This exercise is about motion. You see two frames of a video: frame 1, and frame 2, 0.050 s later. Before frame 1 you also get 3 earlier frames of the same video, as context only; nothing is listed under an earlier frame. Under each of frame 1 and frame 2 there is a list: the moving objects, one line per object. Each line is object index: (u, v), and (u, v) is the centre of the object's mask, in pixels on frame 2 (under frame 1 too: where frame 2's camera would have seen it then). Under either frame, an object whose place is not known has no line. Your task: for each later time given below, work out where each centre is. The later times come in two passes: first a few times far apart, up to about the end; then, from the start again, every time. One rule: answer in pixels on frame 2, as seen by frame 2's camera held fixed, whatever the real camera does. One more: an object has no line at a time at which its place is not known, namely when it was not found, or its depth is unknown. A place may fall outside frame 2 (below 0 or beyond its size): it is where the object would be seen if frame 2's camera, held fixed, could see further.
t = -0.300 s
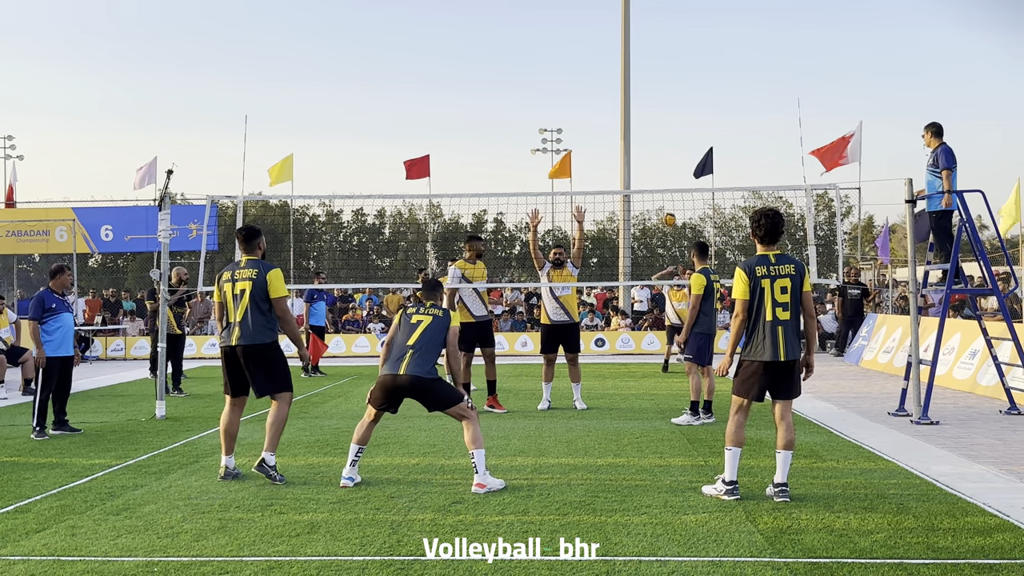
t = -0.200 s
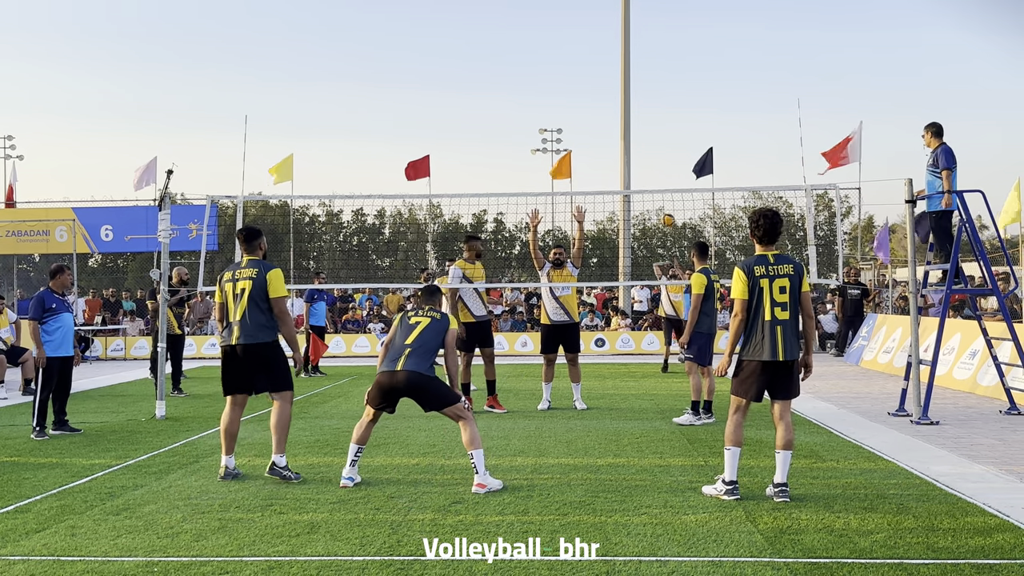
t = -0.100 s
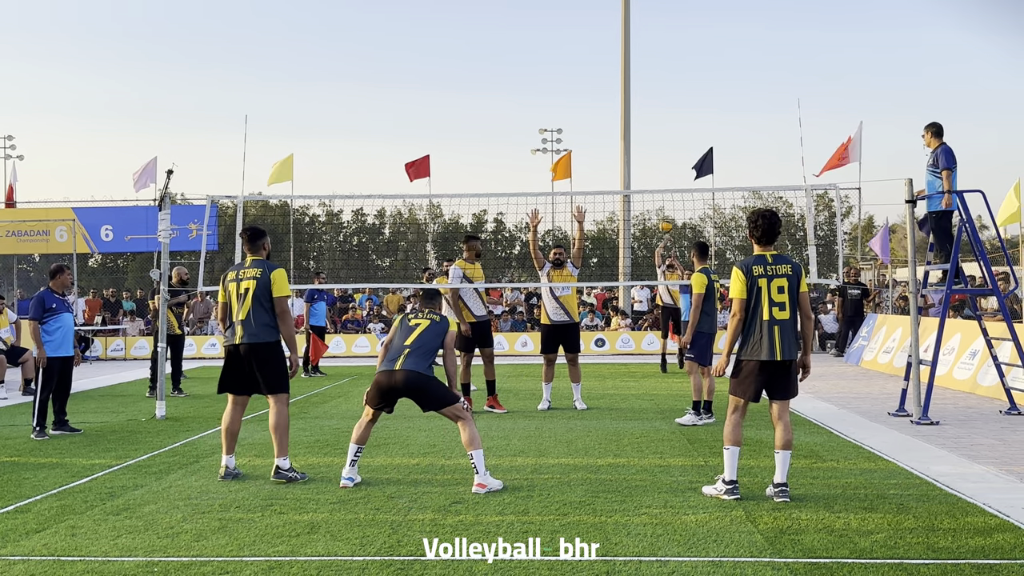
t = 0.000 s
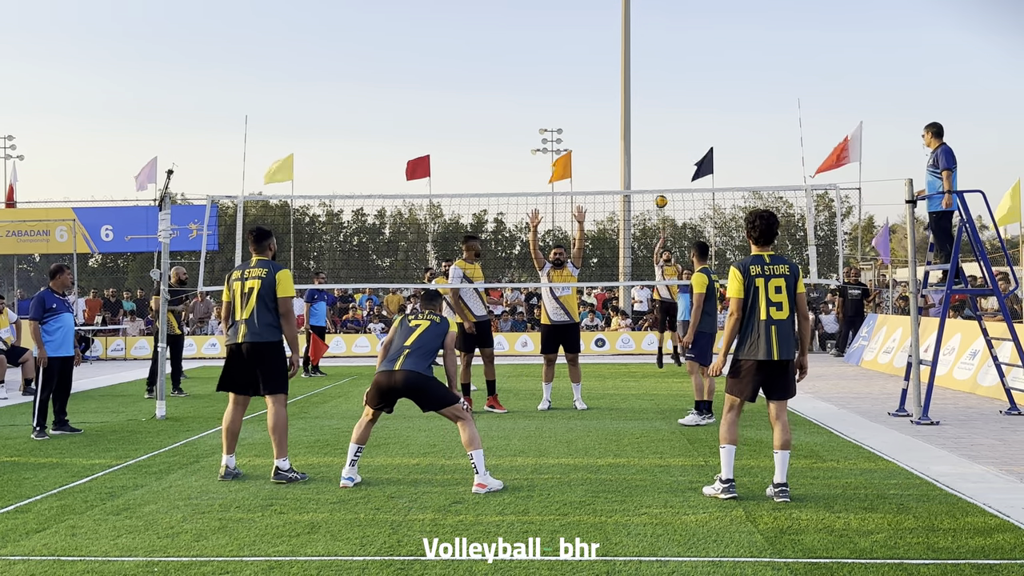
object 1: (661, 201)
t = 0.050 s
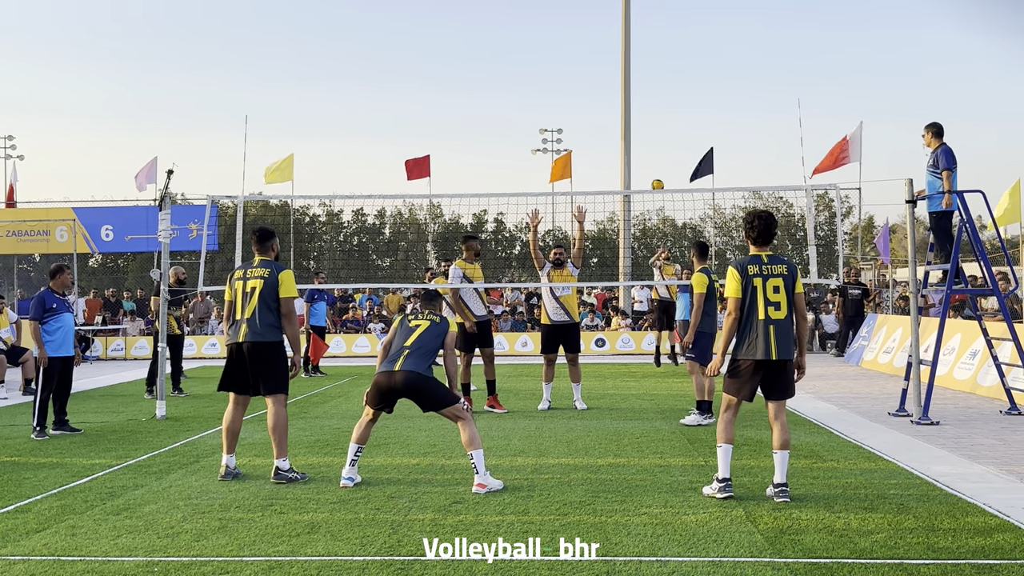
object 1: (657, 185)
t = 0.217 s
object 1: (643, 142)
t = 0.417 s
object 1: (624, 111)
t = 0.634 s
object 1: (602, 107)
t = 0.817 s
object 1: (580, 136)
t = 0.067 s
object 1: (656, 181)
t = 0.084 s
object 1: (654, 176)
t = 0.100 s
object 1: (653, 171)
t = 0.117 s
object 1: (652, 167)
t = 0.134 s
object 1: (650, 162)
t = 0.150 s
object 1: (649, 158)
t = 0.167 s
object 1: (647, 154)
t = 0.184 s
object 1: (646, 150)
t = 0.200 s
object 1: (645, 146)
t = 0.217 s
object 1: (643, 142)
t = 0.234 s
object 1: (642, 138)
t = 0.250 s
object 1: (640, 135)
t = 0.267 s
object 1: (639, 132)
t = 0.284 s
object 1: (637, 129)
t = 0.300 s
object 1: (635, 126)
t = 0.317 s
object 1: (634, 123)
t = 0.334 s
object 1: (632, 121)
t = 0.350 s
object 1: (631, 119)
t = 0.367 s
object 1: (629, 116)
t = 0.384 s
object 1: (628, 114)
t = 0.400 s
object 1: (626, 112)
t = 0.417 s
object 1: (624, 111)
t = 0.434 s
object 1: (623, 109)
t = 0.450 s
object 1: (621, 107)
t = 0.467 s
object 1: (619, 107)
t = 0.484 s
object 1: (618, 106)
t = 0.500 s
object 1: (616, 105)
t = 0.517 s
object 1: (614, 105)
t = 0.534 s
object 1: (613, 104)
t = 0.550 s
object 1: (611, 104)
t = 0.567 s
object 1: (609, 104)
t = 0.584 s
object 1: (607, 105)
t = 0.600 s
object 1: (606, 105)
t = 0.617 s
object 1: (604, 106)
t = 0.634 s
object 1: (602, 107)
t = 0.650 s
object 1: (600, 108)
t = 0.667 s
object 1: (598, 110)
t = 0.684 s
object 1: (596, 112)
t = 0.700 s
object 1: (595, 114)
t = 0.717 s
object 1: (592, 116)
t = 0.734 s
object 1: (591, 118)
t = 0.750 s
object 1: (589, 122)
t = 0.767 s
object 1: (587, 125)
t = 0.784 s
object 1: (585, 128)
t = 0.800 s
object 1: (583, 132)
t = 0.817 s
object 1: (580, 136)
